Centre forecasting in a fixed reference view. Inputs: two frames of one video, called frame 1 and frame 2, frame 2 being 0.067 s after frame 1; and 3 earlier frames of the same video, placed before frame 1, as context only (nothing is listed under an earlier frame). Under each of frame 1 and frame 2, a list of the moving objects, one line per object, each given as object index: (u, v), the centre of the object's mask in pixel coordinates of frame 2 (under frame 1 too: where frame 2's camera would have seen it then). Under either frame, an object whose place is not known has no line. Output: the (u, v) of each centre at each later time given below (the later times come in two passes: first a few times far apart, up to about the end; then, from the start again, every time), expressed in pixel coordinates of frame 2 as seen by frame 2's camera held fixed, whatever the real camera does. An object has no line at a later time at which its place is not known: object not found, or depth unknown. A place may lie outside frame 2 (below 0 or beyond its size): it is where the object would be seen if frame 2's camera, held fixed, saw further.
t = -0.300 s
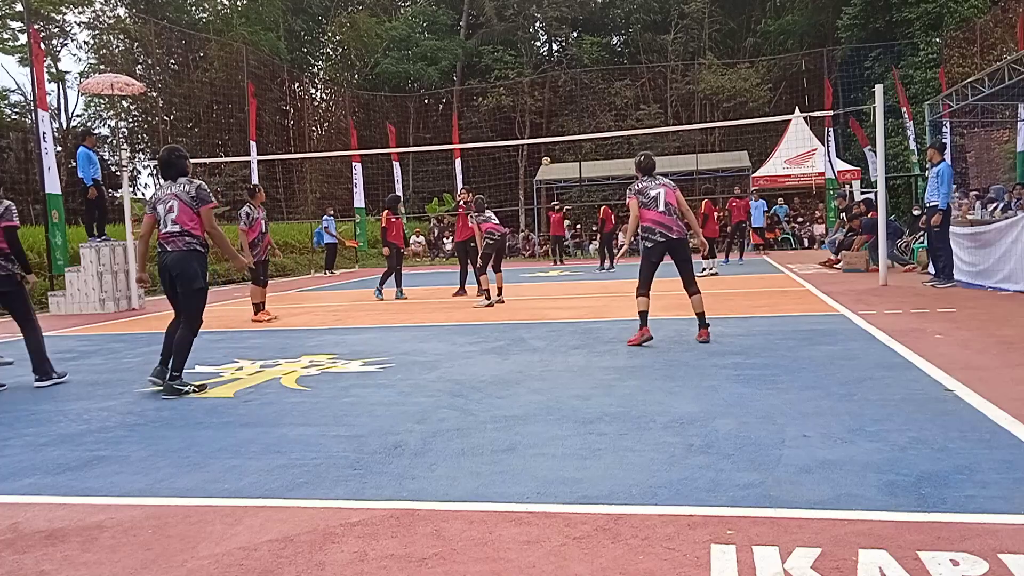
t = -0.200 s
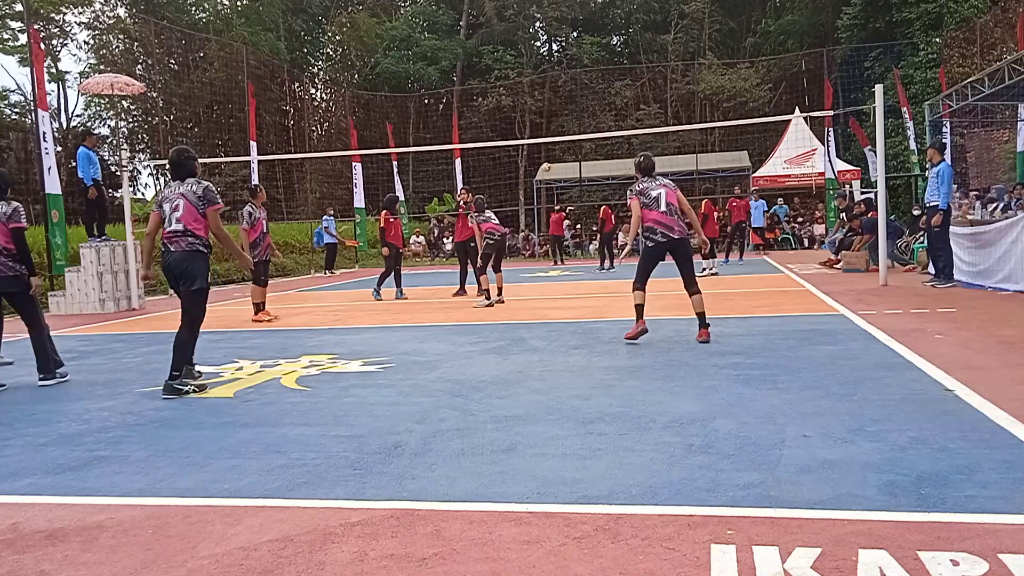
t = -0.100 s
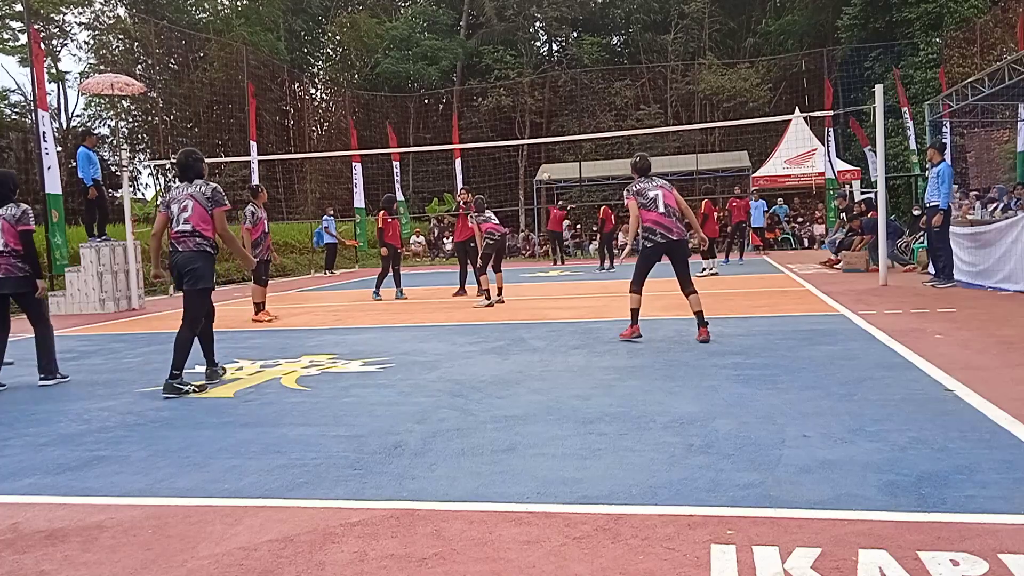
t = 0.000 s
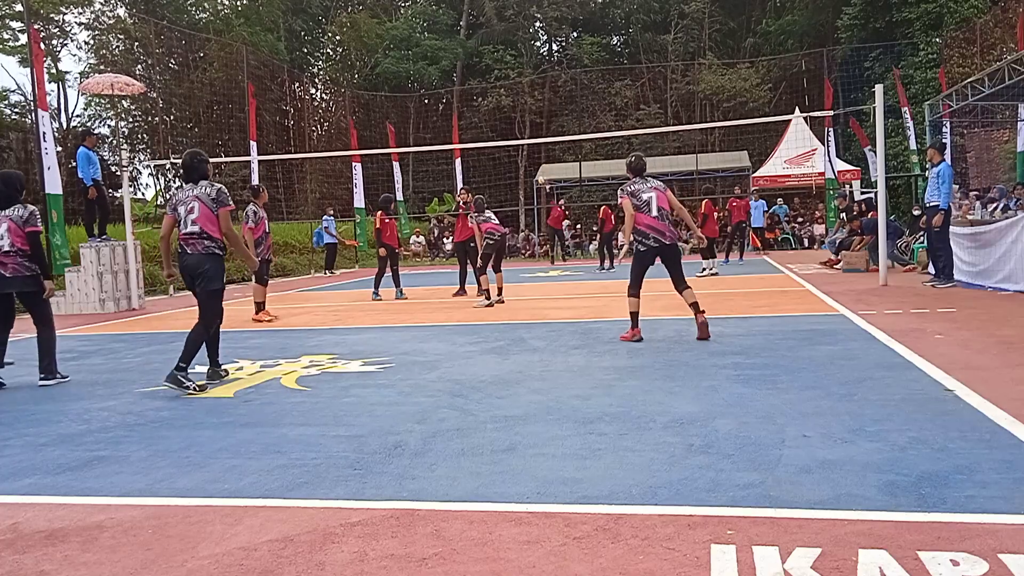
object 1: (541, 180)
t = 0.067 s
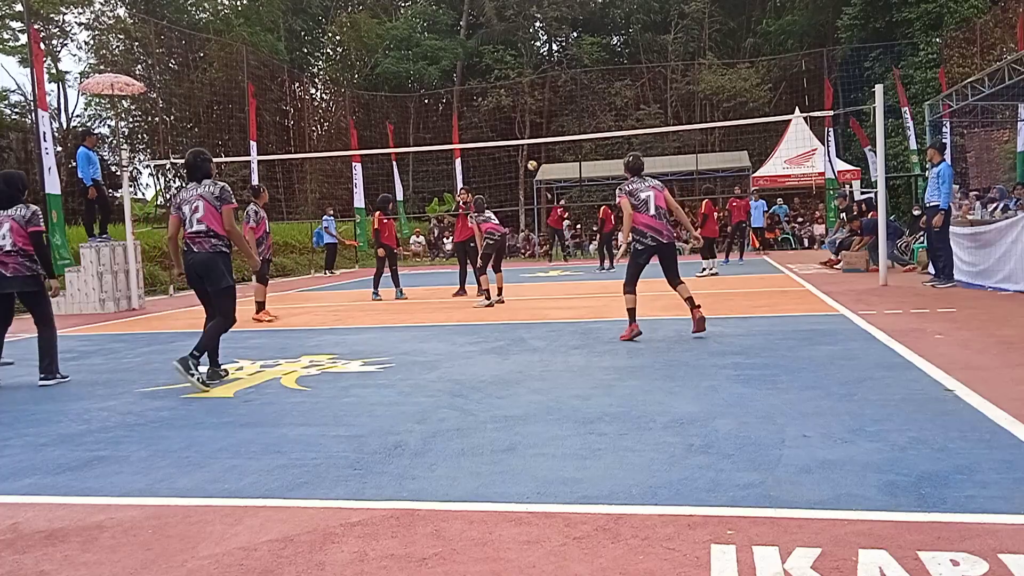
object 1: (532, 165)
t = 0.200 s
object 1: (508, 137)
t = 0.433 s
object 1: (454, 105)
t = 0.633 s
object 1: (396, 99)
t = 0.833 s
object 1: (324, 125)
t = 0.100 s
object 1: (527, 158)
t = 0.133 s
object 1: (521, 151)
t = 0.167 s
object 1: (515, 146)
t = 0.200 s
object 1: (508, 137)
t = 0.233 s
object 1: (501, 132)
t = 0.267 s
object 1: (494, 127)
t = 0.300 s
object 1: (486, 121)
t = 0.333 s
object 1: (479, 117)
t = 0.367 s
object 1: (471, 112)
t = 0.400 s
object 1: (463, 108)
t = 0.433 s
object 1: (454, 105)
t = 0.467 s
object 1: (445, 102)
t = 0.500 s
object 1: (436, 100)
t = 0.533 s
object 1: (427, 99)
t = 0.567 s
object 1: (417, 98)
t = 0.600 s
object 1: (407, 98)
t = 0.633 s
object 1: (396, 99)
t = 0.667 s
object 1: (385, 101)
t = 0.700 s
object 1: (374, 103)
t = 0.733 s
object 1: (362, 107)
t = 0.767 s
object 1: (350, 112)
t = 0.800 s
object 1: (337, 118)
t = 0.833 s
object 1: (324, 125)
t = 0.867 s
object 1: (309, 133)
